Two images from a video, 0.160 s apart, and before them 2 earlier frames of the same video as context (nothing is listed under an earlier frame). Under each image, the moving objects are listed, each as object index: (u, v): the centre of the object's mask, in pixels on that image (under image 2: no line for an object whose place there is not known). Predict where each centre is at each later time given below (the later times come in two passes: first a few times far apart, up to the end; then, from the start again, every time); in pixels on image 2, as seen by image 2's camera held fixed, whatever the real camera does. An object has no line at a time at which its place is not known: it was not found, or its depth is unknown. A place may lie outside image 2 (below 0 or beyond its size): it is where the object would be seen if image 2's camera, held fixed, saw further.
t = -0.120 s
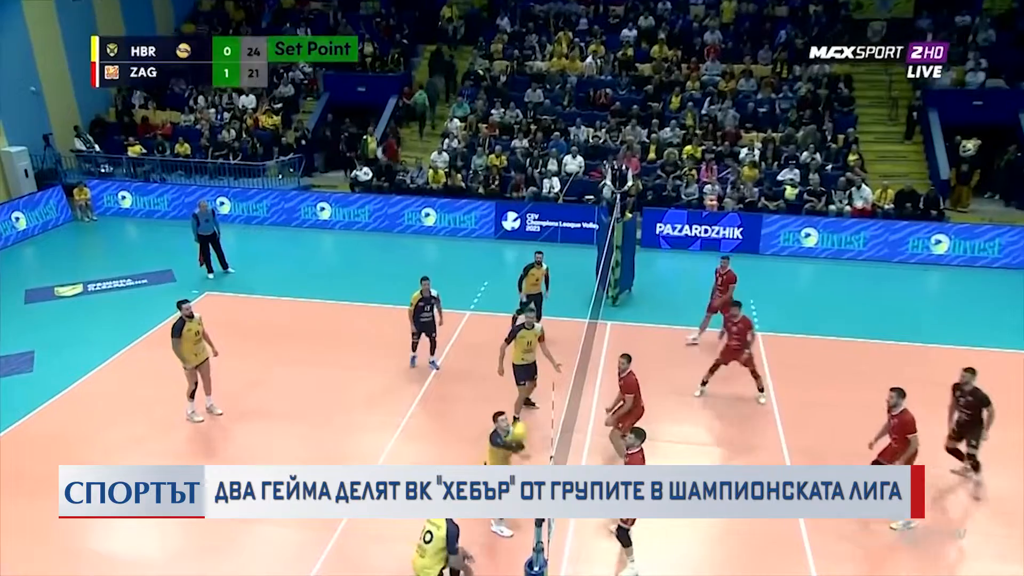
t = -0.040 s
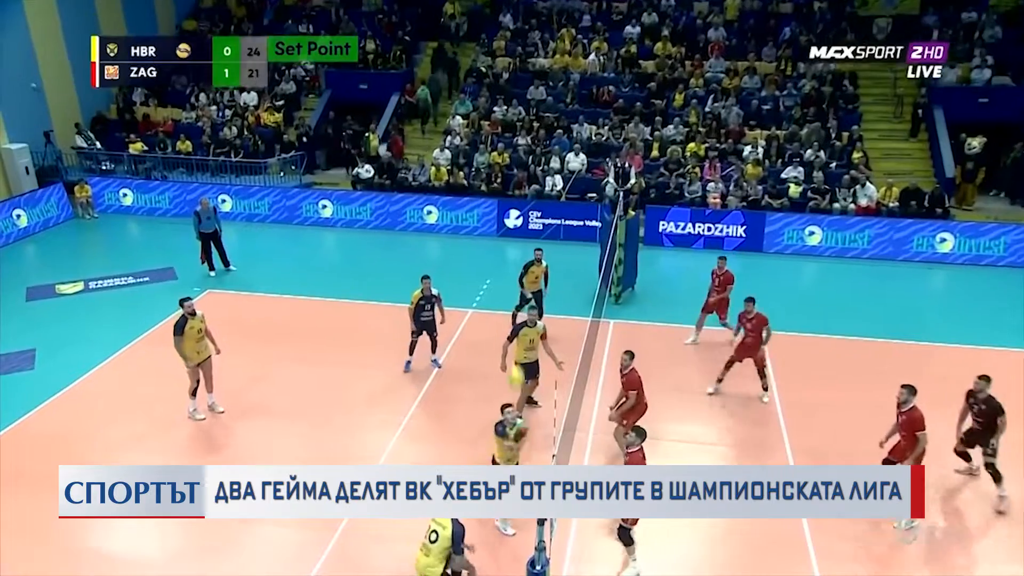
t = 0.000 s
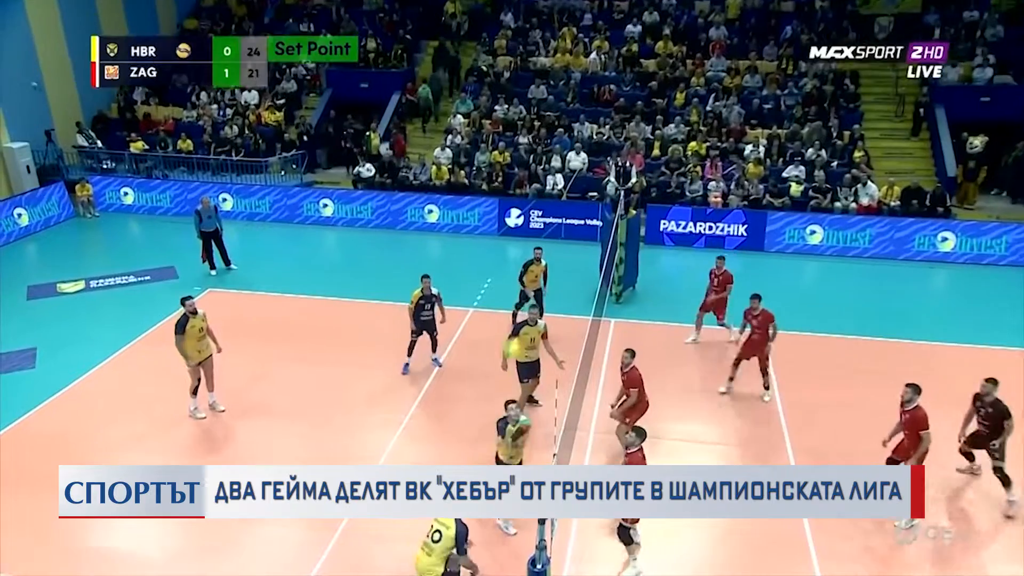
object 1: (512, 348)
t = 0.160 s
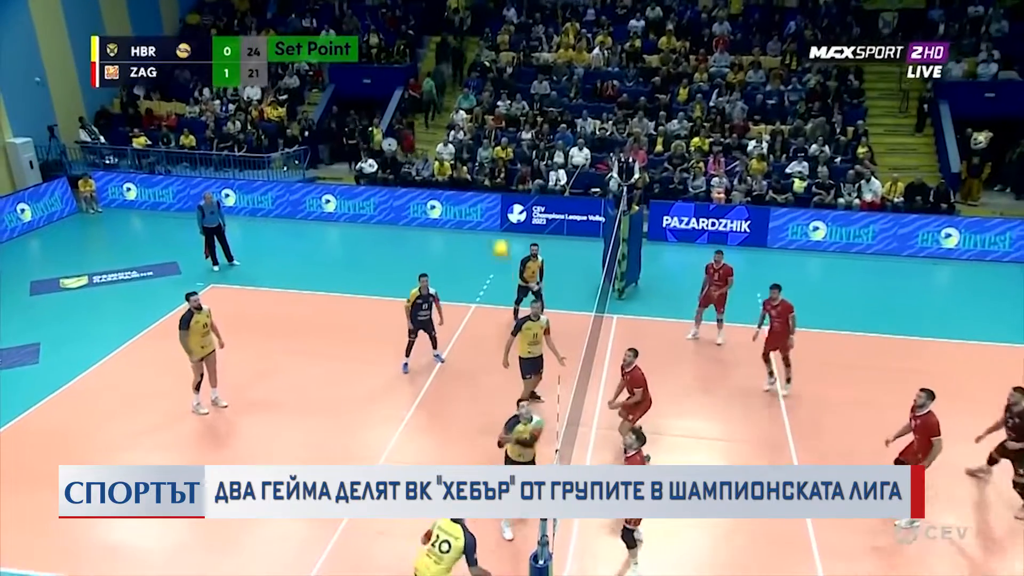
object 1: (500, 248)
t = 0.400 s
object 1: (479, 139)
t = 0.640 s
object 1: (457, 77)
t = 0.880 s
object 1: (438, 73)
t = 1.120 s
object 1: (419, 123)
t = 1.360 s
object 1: (406, 218)
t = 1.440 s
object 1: (402, 255)
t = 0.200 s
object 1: (497, 226)
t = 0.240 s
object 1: (494, 207)
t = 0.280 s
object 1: (490, 187)
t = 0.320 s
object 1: (487, 171)
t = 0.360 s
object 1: (483, 154)
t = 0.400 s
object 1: (479, 139)
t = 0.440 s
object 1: (475, 124)
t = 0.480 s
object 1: (473, 112)
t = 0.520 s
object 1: (469, 101)
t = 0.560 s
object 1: (465, 92)
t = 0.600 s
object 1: (461, 83)
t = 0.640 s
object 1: (457, 77)
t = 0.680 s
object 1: (454, 73)
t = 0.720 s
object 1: (450, 70)
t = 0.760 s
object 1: (447, 69)
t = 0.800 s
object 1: (444, 68)
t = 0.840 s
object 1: (441, 70)
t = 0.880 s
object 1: (438, 73)
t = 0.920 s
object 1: (434, 78)
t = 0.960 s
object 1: (431, 84)
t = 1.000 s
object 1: (428, 92)
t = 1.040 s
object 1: (425, 101)
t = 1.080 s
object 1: (422, 111)
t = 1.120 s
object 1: (419, 123)
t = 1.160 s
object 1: (417, 135)
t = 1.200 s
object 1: (415, 150)
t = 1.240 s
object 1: (412, 166)
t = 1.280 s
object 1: (410, 180)
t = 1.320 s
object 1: (408, 199)
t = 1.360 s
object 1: (406, 218)
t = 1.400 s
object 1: (404, 237)
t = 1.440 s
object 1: (402, 255)
